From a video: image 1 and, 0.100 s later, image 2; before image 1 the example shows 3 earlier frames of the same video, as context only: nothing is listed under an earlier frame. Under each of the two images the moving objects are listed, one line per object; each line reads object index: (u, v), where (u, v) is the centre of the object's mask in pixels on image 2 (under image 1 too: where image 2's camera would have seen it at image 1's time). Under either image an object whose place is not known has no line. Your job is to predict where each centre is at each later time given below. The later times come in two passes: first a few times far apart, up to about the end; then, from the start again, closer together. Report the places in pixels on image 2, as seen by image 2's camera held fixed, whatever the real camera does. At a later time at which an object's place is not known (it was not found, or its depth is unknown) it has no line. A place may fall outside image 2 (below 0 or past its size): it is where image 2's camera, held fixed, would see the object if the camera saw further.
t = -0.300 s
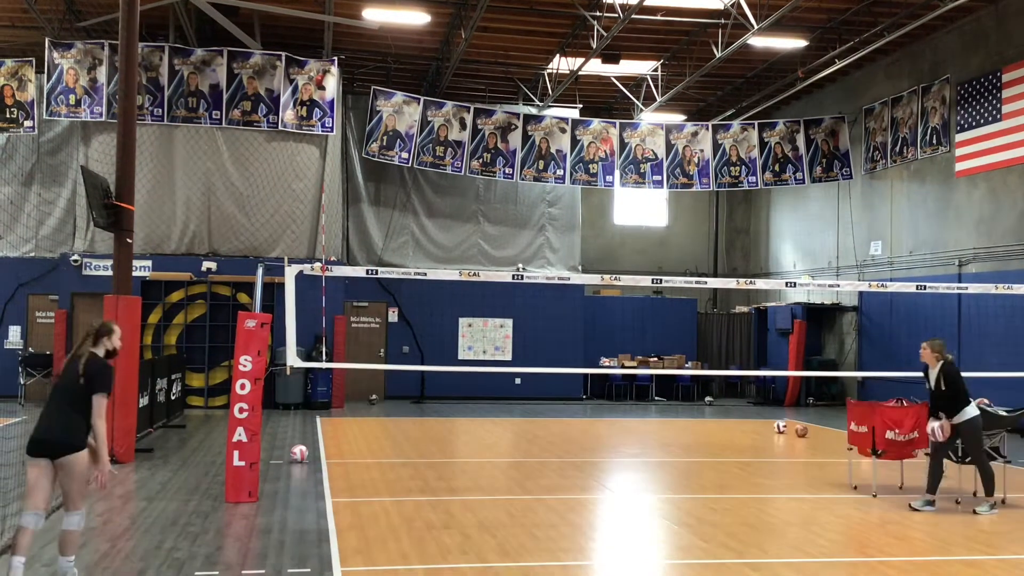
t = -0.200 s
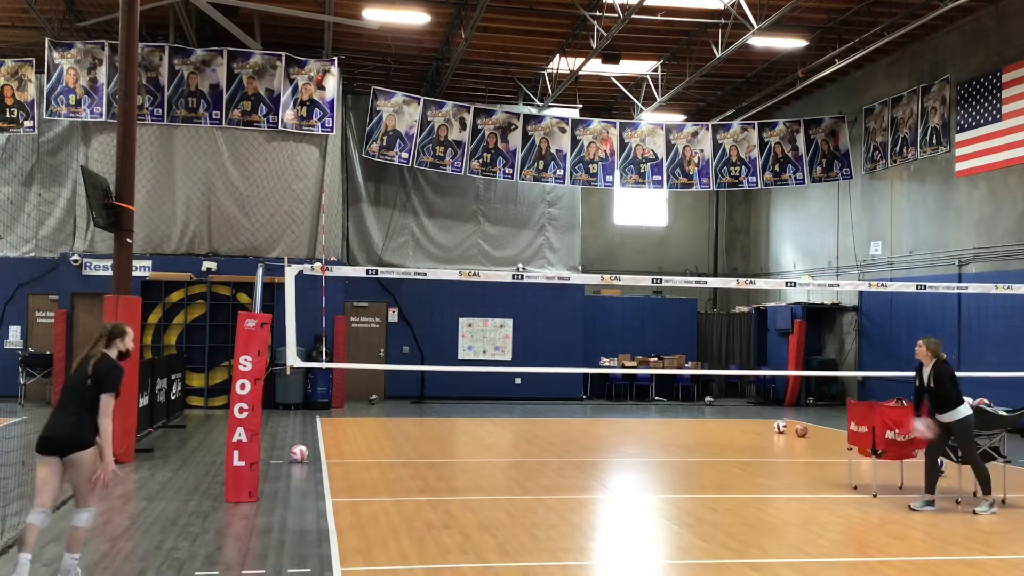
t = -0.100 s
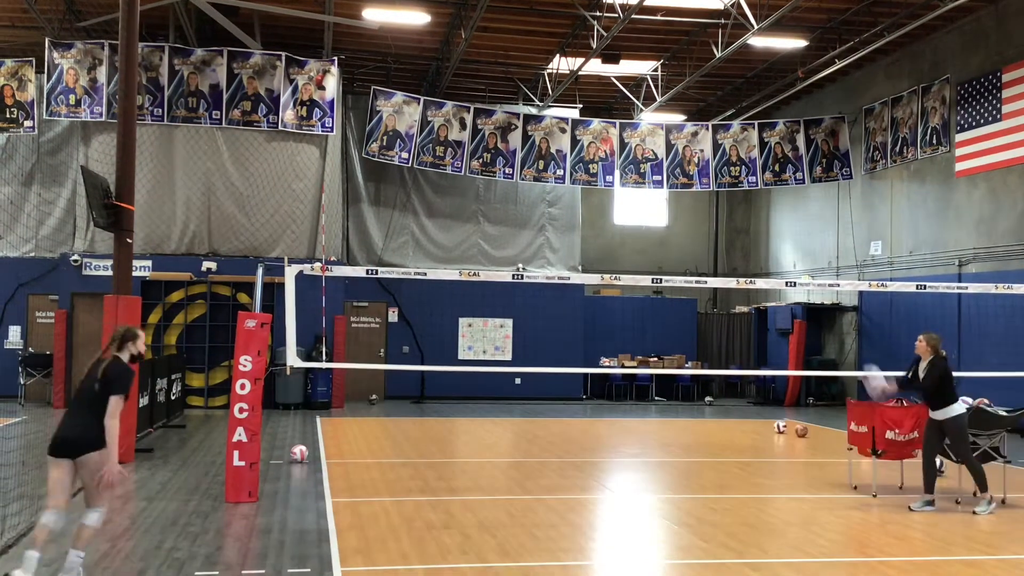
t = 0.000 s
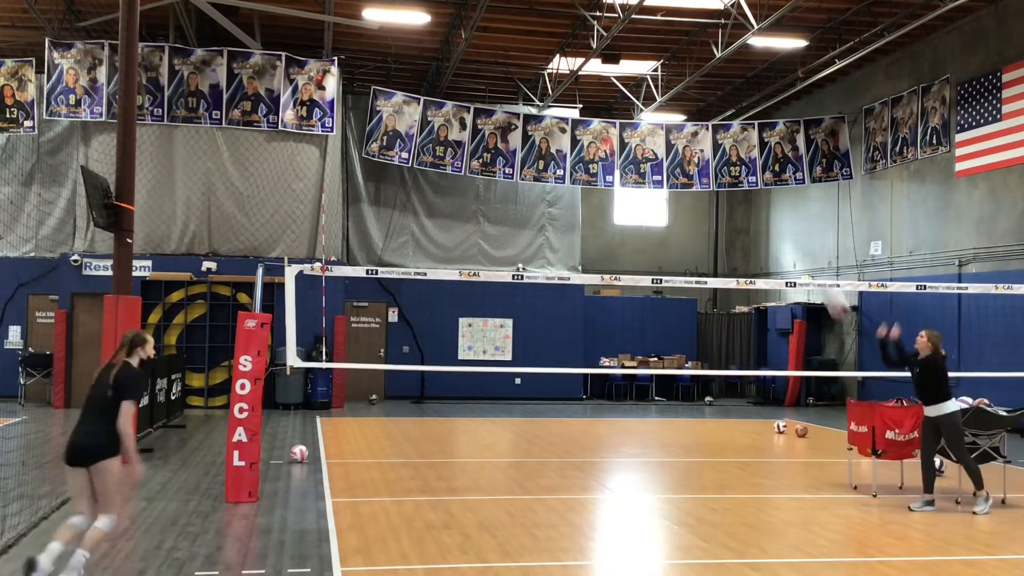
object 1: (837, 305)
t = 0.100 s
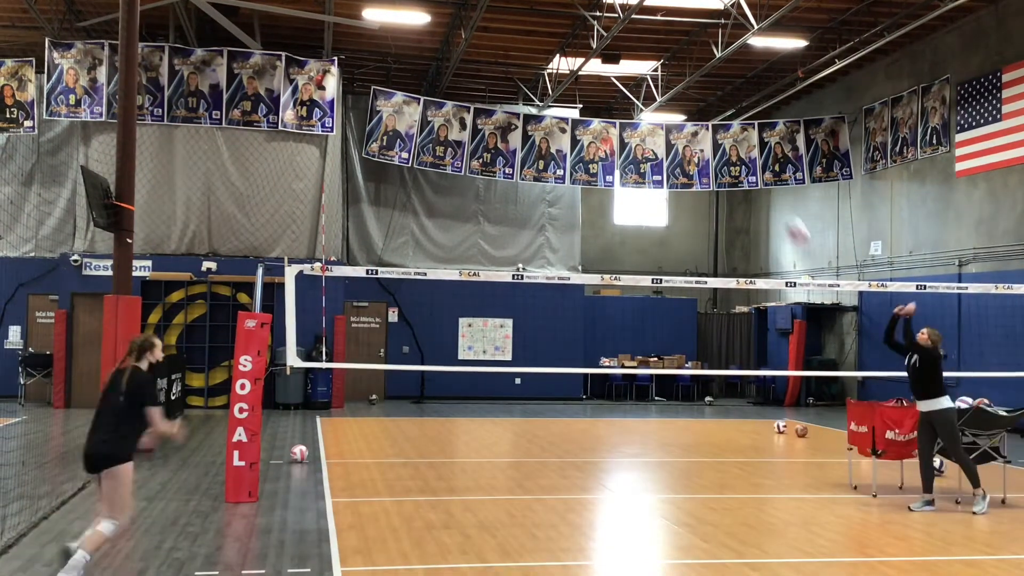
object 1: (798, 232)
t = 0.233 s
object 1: (749, 155)
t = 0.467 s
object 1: (667, 67)
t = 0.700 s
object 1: (581, 34)
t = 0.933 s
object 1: (498, 55)
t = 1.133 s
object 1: (423, 117)
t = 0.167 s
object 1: (772, 191)
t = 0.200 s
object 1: (763, 173)
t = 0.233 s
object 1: (749, 155)
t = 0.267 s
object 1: (737, 140)
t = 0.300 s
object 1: (724, 125)
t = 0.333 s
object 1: (713, 110)
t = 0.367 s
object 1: (702, 99)
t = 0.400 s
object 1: (690, 88)
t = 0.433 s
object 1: (677, 76)
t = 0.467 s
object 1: (667, 67)
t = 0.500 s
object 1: (654, 57)
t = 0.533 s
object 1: (642, 51)
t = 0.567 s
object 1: (629, 46)
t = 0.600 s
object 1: (618, 41)
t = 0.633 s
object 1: (605, 38)
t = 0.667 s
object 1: (594, 35)
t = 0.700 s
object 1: (581, 34)
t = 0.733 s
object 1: (569, 34)
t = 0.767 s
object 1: (558, 34)
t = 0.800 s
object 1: (546, 36)
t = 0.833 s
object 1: (533, 39)
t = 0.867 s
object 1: (521, 43)
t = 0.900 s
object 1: (509, 49)
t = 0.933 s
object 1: (498, 55)
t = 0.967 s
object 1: (486, 63)
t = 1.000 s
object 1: (474, 72)
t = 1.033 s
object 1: (462, 82)
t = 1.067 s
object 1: (450, 92)
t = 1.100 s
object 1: (438, 105)
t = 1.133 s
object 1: (423, 117)
